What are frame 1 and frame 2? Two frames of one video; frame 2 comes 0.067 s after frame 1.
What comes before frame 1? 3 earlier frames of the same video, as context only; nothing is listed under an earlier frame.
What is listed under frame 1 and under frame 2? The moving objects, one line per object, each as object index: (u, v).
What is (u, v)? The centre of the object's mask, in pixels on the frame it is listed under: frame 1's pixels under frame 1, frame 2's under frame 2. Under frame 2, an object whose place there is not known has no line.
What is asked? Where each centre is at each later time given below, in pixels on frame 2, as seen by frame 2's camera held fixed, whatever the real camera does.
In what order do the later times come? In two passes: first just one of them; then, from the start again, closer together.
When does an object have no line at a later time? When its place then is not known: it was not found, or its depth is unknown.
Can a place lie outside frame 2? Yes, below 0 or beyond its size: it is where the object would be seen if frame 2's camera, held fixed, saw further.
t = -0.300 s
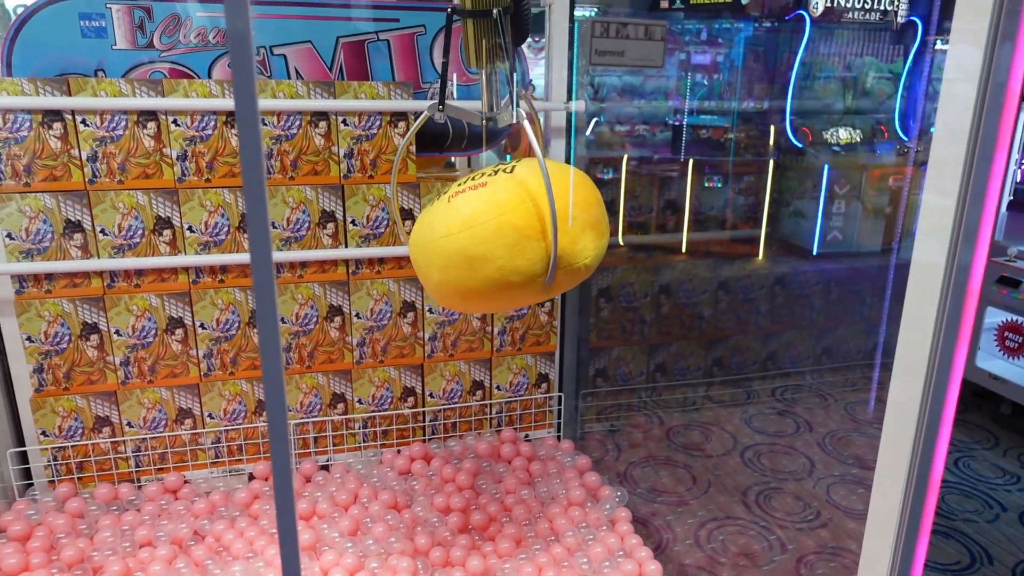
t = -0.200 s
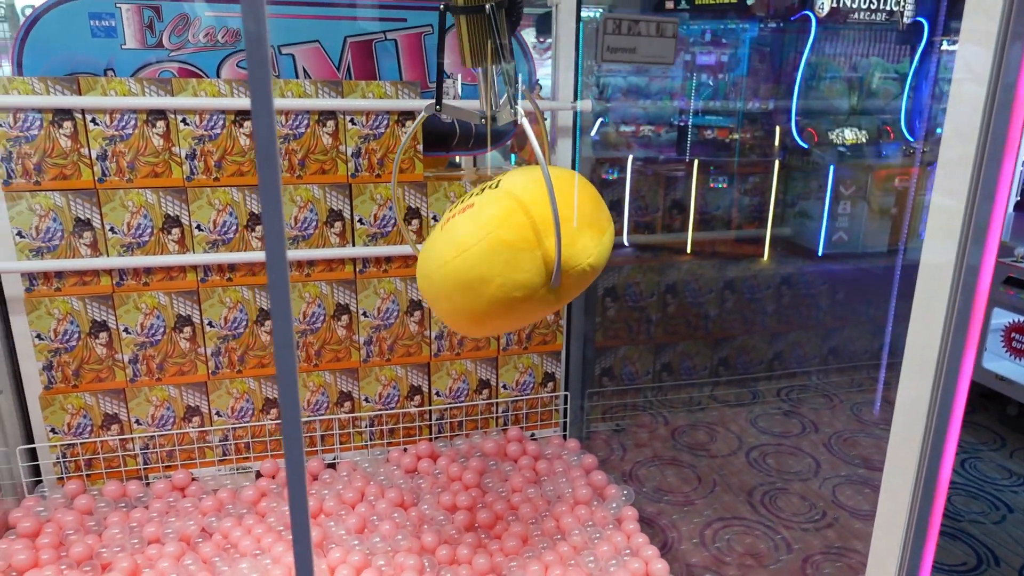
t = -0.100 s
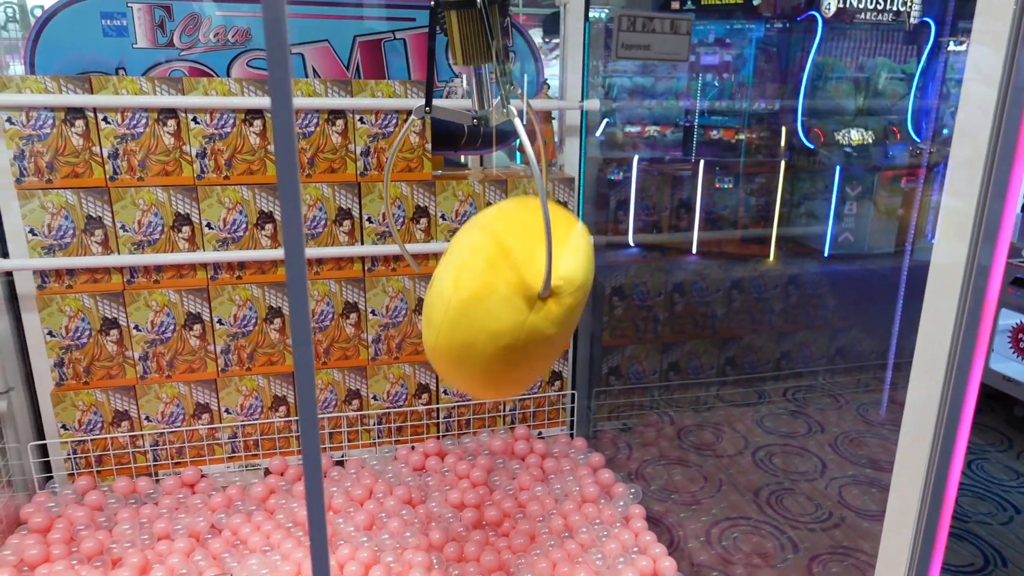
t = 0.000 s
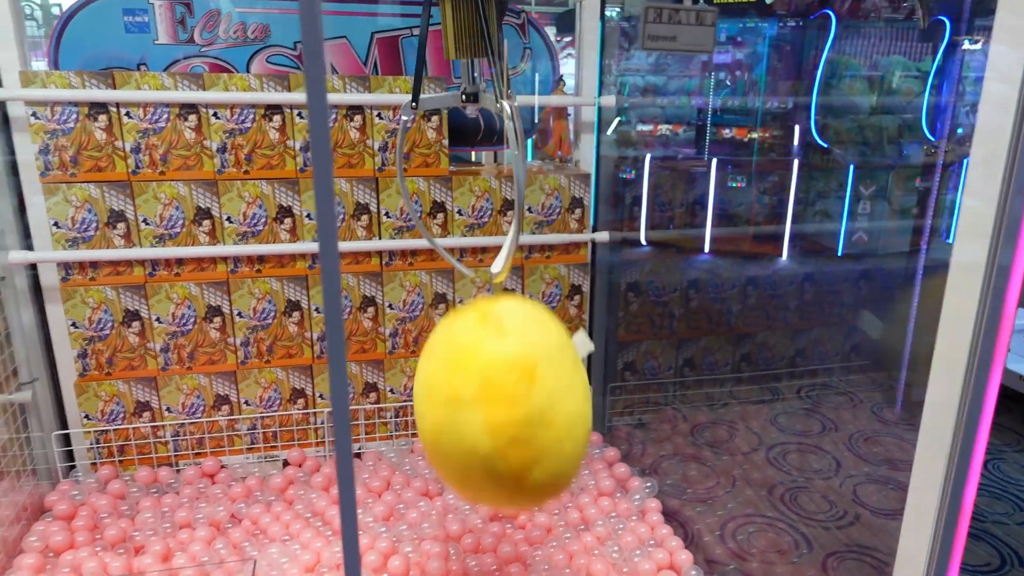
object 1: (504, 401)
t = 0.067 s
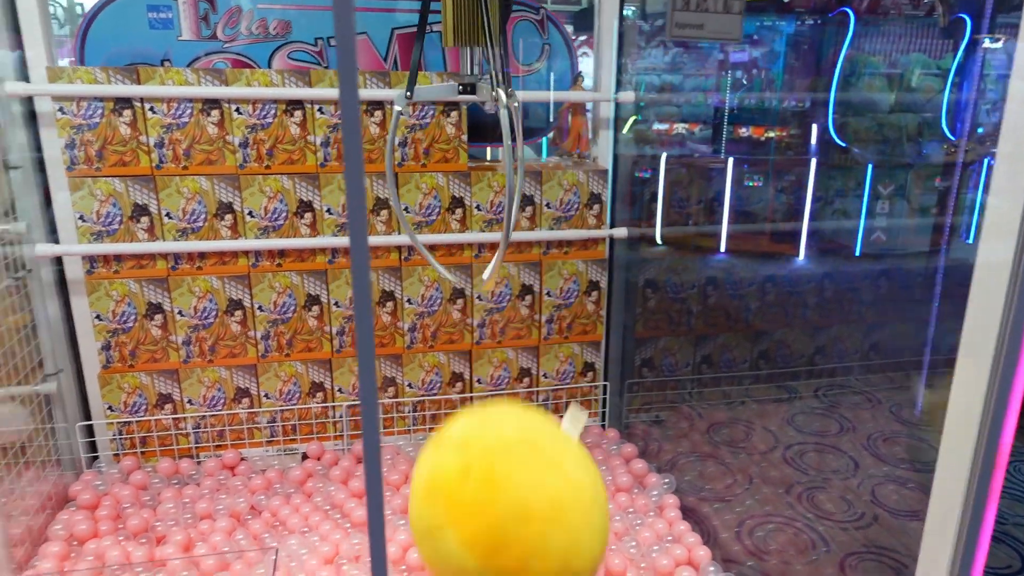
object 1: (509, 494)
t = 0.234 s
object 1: (493, 549)
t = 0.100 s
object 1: (498, 534)
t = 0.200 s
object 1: (491, 556)
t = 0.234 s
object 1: (493, 549)
